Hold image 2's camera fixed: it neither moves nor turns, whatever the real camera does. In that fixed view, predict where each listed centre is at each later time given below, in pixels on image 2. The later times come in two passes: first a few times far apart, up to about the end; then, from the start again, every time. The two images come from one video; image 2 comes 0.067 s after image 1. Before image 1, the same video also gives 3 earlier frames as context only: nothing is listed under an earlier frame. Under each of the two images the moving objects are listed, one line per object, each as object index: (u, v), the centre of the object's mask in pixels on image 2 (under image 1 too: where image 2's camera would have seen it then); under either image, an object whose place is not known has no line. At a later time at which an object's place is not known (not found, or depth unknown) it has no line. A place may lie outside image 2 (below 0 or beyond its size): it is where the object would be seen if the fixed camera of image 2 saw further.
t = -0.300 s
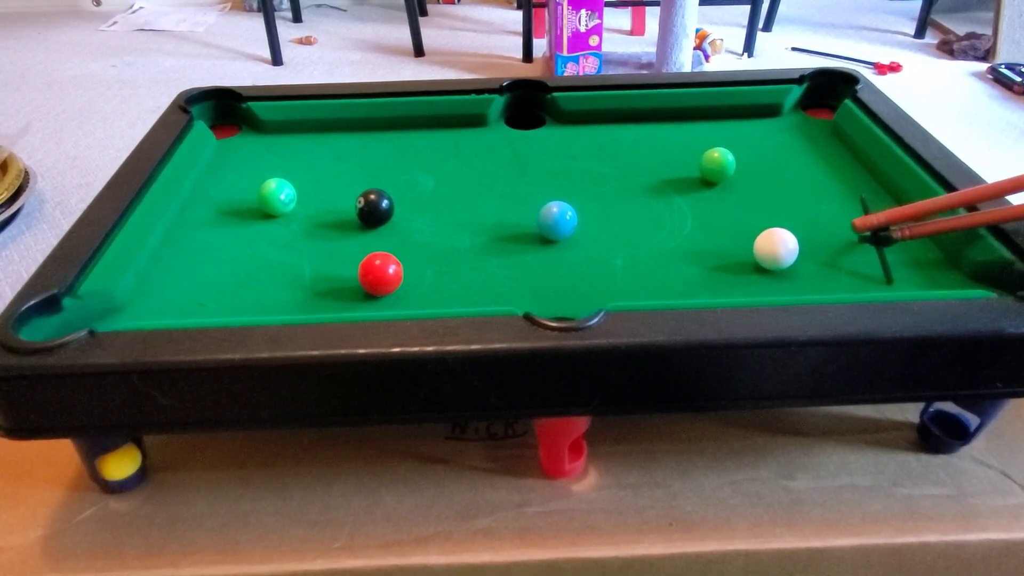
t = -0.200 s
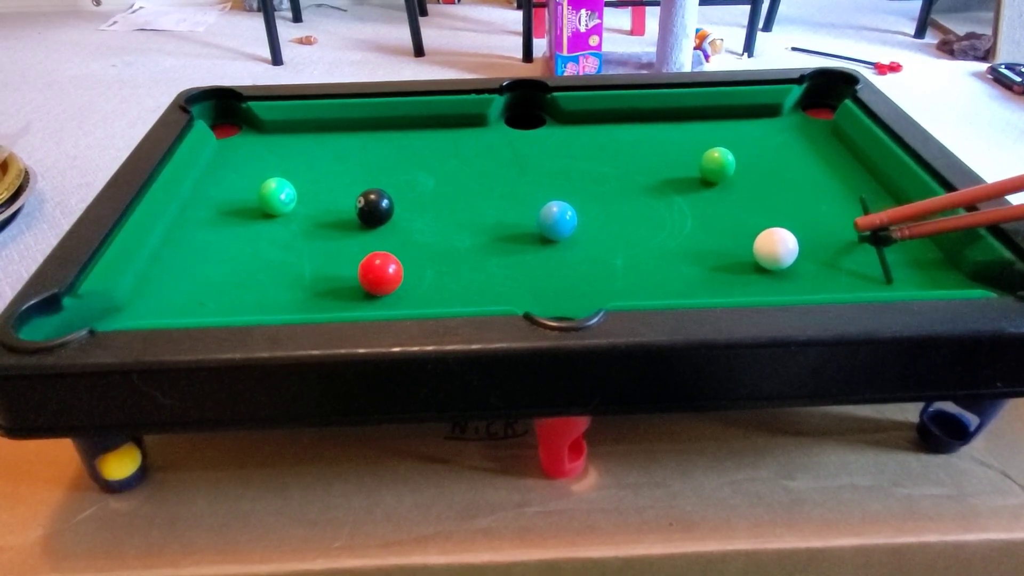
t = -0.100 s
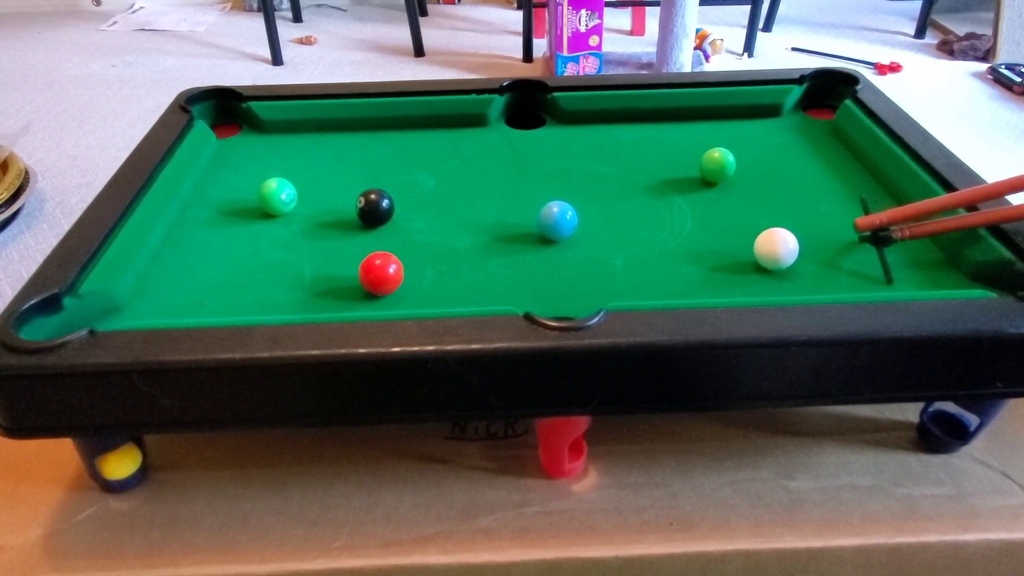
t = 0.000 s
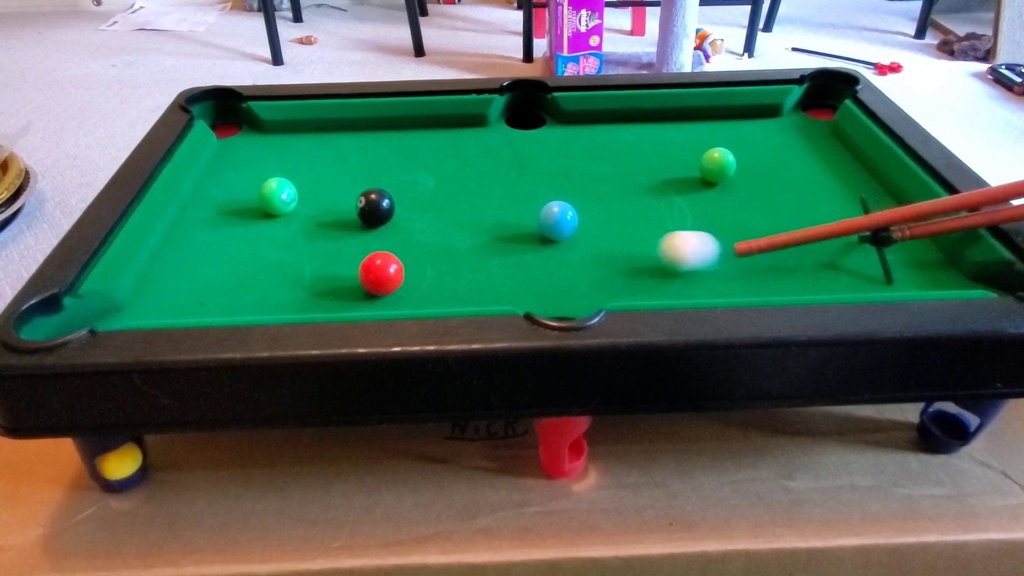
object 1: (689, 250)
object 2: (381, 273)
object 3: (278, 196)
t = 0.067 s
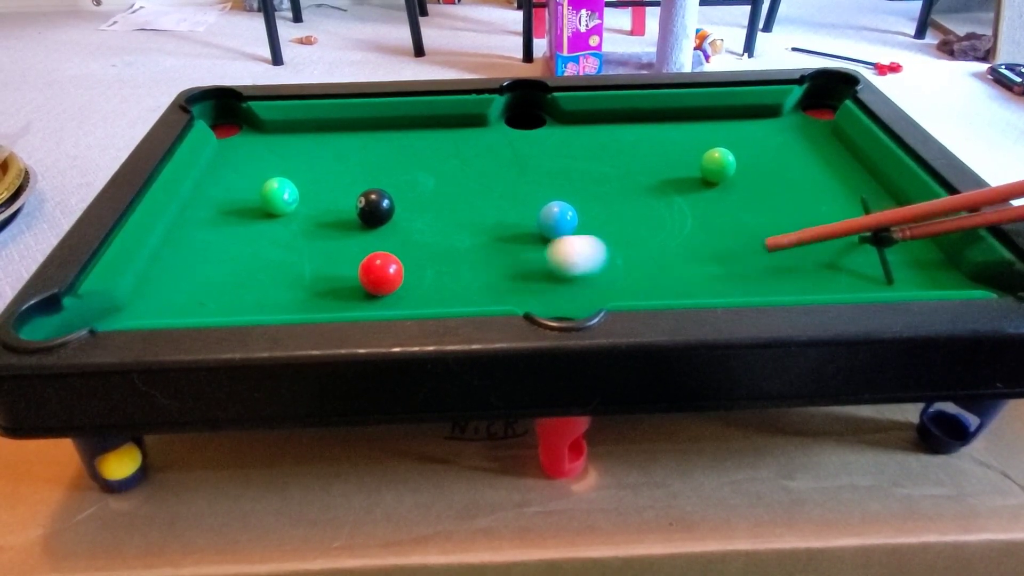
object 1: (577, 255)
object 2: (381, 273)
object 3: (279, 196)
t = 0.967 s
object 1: (322, 196)
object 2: (172, 287)
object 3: (268, 187)
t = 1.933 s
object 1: (323, 197)
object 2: (191, 290)
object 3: (268, 187)
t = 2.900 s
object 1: (324, 197)
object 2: (191, 290)
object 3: (268, 187)
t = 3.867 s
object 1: (323, 197)
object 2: (191, 289)
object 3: (268, 187)
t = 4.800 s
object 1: (323, 197)
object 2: (191, 290)
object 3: (268, 187)
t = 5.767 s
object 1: (323, 197)
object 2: (191, 290)
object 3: (268, 187)
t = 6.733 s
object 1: (323, 197)
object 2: (191, 289)
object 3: (268, 187)
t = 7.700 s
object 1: (324, 197)
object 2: (191, 289)
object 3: (268, 187)
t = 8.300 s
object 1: (324, 197)
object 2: (191, 289)
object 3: (269, 187)
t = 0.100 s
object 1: (525, 257)
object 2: (380, 273)
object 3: (281, 196)
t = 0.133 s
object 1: (475, 259)
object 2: (380, 273)
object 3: (283, 196)
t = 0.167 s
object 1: (427, 260)
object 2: (379, 273)
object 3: (284, 195)
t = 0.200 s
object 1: (413, 254)
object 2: (346, 281)
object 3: (285, 195)
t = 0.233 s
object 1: (399, 247)
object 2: (318, 288)
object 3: (285, 195)
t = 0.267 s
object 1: (383, 241)
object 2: (292, 293)
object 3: (284, 195)
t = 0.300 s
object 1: (368, 235)
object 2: (267, 297)
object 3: (284, 195)
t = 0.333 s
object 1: (355, 229)
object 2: (244, 299)
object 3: (284, 195)
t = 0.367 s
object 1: (342, 223)
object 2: (225, 299)
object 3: (284, 195)
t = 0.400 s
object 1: (331, 218)
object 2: (207, 298)
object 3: (284, 195)
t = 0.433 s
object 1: (320, 212)
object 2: (191, 297)
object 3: (284, 194)
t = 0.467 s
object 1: (311, 207)
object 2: (177, 296)
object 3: (281, 195)
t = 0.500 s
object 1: (309, 205)
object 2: (164, 295)
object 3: (277, 193)
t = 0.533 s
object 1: (309, 204)
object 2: (151, 293)
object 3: (274, 191)
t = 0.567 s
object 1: (309, 202)
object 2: (140, 291)
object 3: (270, 189)
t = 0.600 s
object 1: (310, 201)
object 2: (141, 290)
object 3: (267, 188)
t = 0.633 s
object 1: (311, 200)
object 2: (145, 290)
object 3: (266, 187)
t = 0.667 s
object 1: (313, 198)
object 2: (148, 290)
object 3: (265, 186)
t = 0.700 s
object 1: (315, 197)
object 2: (152, 289)
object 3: (265, 186)
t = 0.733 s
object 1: (316, 196)
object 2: (156, 289)
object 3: (265, 186)
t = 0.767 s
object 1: (317, 195)
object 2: (159, 289)
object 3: (266, 186)
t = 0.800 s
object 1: (318, 195)
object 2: (162, 288)
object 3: (267, 187)
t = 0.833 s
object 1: (319, 194)
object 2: (165, 287)
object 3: (267, 187)
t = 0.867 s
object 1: (320, 194)
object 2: (167, 287)
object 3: (267, 187)
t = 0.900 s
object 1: (321, 195)
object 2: (168, 287)
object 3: (268, 187)
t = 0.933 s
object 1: (321, 195)
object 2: (170, 287)
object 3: (268, 187)
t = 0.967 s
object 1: (322, 196)
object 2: (172, 287)
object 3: (268, 187)
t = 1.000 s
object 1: (323, 196)
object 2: (174, 287)
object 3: (268, 187)
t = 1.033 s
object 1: (323, 196)
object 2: (175, 286)
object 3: (268, 187)
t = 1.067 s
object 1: (324, 197)
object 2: (177, 287)
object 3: (268, 187)
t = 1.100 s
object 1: (324, 197)
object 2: (178, 287)
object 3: (268, 187)
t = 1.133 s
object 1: (324, 197)
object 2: (180, 287)
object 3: (268, 187)
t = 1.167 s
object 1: (324, 197)
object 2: (182, 288)
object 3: (268, 187)
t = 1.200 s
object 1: (324, 197)
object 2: (183, 288)
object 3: (268, 187)
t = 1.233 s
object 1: (324, 197)
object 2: (185, 289)
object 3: (268, 187)
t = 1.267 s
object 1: (323, 197)
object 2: (187, 290)
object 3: (268, 187)
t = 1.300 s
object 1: (323, 197)
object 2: (189, 290)
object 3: (268, 187)
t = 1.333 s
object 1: (323, 197)
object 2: (189, 290)
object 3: (268, 187)
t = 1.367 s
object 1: (323, 197)
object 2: (190, 290)
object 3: (268, 187)
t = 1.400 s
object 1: (323, 197)
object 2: (190, 289)
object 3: (268, 187)
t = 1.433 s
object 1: (323, 197)
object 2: (190, 290)
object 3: (268, 187)
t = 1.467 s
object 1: (323, 197)
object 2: (191, 290)
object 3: (268, 187)
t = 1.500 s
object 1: (323, 197)
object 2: (191, 290)
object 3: (268, 187)
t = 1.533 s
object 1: (323, 197)
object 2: (191, 289)
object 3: (268, 187)
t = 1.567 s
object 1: (323, 197)
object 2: (191, 290)
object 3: (268, 187)
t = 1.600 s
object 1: (323, 197)
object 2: (191, 290)
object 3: (268, 187)
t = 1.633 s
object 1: (323, 197)
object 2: (191, 290)
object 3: (268, 187)
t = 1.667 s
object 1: (323, 197)
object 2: (191, 290)
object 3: (268, 187)
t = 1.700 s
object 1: (323, 197)
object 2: (191, 290)
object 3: (268, 187)
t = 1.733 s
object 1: (323, 197)
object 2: (191, 290)
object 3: (268, 187)
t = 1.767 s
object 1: (324, 197)
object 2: (191, 290)
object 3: (268, 187)
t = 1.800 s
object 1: (324, 197)
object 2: (191, 290)
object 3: (268, 187)
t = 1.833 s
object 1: (323, 197)
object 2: (191, 290)
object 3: (268, 187)
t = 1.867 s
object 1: (323, 197)
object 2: (191, 290)
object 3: (268, 187)
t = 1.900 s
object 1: (324, 197)
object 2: (191, 290)
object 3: (268, 187)
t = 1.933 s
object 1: (323, 197)
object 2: (191, 290)
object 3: (268, 187)
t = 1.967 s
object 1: (323, 197)
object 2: (191, 290)
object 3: (268, 187)
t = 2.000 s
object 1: (324, 197)
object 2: (191, 290)
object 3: (268, 187)
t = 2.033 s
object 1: (323, 197)
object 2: (191, 290)
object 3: (268, 187)
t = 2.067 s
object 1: (324, 197)
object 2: (191, 290)
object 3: (268, 187)
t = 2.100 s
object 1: (324, 197)
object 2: (191, 290)
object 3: (268, 187)
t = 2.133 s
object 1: (323, 197)
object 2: (191, 290)
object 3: (268, 187)
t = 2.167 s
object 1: (324, 197)
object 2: (191, 290)
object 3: (268, 187)
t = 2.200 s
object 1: (324, 197)
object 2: (191, 290)
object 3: (268, 187)
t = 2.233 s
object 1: (324, 197)
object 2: (191, 290)
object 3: (268, 187)
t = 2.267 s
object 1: (323, 197)
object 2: (191, 289)
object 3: (268, 187)
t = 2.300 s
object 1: (323, 197)
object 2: (191, 290)
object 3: (268, 187)
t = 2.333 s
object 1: (323, 197)
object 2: (191, 290)
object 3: (268, 187)
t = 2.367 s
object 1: (323, 197)
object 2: (191, 290)
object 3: (268, 187)
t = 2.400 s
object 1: (323, 197)
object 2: (191, 290)
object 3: (268, 187)
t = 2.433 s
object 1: (324, 197)
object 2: (191, 290)
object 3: (268, 187)
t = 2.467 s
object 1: (323, 197)
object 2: (191, 290)
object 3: (268, 187)
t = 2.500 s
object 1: (323, 197)
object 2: (191, 289)
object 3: (268, 187)
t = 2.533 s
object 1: (323, 197)
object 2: (191, 290)
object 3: (268, 187)
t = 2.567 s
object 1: (323, 197)
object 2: (191, 289)
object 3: (268, 187)
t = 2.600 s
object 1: (323, 197)
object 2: (191, 289)
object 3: (268, 187)
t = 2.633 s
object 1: (323, 197)
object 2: (191, 290)
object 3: (268, 187)
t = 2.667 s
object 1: (323, 197)
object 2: (191, 289)
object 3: (268, 187)
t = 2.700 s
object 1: (323, 197)
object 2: (191, 289)
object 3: (268, 187)
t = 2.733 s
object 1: (323, 197)
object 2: (191, 289)
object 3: (268, 187)
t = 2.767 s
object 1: (323, 197)
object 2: (191, 289)
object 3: (268, 187)
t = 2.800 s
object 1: (323, 197)
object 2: (191, 289)
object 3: (268, 187)
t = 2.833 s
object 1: (323, 197)
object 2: (191, 289)
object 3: (268, 187)
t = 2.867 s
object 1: (323, 197)
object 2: (191, 289)
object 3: (268, 187)
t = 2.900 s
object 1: (324, 197)
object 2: (191, 290)
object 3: (268, 187)
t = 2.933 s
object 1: (324, 197)
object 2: (191, 289)
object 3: (268, 187)
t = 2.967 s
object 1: (323, 197)
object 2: (191, 289)
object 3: (268, 187)
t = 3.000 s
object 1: (323, 197)
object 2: (191, 289)
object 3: (268, 187)
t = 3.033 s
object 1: (323, 197)
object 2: (191, 289)
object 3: (268, 187)
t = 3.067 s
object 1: (323, 197)
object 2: (191, 289)
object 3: (268, 187)
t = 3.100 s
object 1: (323, 197)
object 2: (191, 289)
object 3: (268, 187)
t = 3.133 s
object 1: (324, 197)
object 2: (191, 289)
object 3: (268, 187)
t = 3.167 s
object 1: (324, 197)
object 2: (191, 289)
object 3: (268, 187)
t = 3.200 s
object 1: (323, 197)
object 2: (191, 290)
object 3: (268, 187)
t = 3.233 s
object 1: (323, 197)
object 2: (191, 290)
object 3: (268, 187)
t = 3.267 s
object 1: (323, 197)
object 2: (191, 290)
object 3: (268, 187)
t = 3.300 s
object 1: (323, 197)
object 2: (191, 290)
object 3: (268, 187)
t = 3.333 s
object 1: (323, 197)
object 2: (191, 290)
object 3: (268, 187)
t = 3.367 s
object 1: (323, 197)
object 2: (191, 289)
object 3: (268, 187)
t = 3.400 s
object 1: (323, 197)
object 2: (191, 290)
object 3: (268, 187)
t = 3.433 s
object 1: (323, 197)
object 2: (191, 290)
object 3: (268, 187)
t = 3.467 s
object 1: (323, 197)
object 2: (191, 290)
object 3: (268, 187)
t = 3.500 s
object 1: (323, 197)
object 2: (191, 290)
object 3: (268, 187)
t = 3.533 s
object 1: (323, 197)
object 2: (191, 289)
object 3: (268, 187)
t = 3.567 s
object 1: (323, 197)
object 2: (191, 289)
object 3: (268, 187)
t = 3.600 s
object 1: (323, 197)
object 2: (191, 289)
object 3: (268, 187)
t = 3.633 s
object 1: (323, 197)
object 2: (191, 290)
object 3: (268, 187)
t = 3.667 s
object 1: (323, 197)
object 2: (191, 289)
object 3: (268, 187)
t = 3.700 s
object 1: (323, 197)
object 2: (191, 289)
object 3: (268, 187)
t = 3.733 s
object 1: (323, 197)
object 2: (191, 289)
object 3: (268, 187)
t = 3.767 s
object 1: (323, 197)
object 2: (191, 289)
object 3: (268, 187)
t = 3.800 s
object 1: (323, 197)
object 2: (191, 289)
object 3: (268, 187)
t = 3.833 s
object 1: (323, 197)
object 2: (191, 289)
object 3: (268, 187)
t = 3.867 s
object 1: (323, 197)
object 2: (191, 289)
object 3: (268, 187)
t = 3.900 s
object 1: (323, 197)
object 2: (191, 289)
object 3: (268, 187)
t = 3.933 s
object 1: (323, 197)
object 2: (191, 289)
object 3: (268, 187)
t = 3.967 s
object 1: (323, 197)
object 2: (191, 289)
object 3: (268, 187)
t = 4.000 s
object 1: (323, 197)
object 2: (191, 289)
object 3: (268, 187)
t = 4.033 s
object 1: (323, 197)
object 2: (191, 289)
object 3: (268, 187)
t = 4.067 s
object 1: (323, 197)
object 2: (191, 289)
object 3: (268, 187)
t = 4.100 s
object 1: (323, 197)
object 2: (191, 289)
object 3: (268, 187)
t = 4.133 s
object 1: (323, 197)
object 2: (191, 289)
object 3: (268, 187)
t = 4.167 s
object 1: (323, 197)
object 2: (191, 289)
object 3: (268, 187)
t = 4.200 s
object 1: (323, 197)
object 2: (191, 290)
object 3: (268, 187)
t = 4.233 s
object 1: (323, 197)
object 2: (191, 289)
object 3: (268, 187)
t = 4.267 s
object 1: (323, 197)
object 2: (191, 289)
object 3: (268, 187)
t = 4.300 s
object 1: (323, 197)
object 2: (191, 289)
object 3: (268, 187)
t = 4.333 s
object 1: (323, 197)
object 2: (191, 290)
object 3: (268, 187)
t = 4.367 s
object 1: (323, 197)
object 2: (191, 289)
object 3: (268, 187)
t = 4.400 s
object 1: (323, 197)
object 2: (191, 289)
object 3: (268, 187)
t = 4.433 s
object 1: (323, 197)
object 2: (191, 289)
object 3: (268, 187)
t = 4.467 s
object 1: (323, 197)
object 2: (191, 289)
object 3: (268, 187)
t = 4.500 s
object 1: (323, 197)
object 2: (190, 289)
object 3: (267, 187)
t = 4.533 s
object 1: (323, 197)
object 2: (190, 289)
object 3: (267, 187)
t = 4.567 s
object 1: (323, 197)
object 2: (191, 289)
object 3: (268, 187)
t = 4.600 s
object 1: (323, 197)
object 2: (191, 289)
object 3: (268, 187)
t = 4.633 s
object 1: (323, 197)
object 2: (191, 289)
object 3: (267, 187)
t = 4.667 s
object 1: (323, 197)
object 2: (191, 290)
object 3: (267, 187)
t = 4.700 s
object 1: (323, 197)
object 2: (190, 290)
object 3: (267, 187)
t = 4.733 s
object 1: (323, 197)
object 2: (191, 290)
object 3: (268, 187)
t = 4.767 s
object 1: (323, 197)
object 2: (191, 290)
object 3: (267, 187)
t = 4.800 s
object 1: (323, 197)
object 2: (191, 290)
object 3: (268, 187)
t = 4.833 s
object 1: (323, 197)
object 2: (191, 290)
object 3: (268, 187)
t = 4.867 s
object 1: (323, 197)
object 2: (191, 290)
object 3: (268, 187)
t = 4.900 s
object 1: (323, 197)
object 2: (191, 290)
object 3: (268, 187)
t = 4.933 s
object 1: (323, 197)
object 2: (191, 289)
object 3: (268, 187)
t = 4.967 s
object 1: (323, 197)
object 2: (191, 290)
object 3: (268, 187)
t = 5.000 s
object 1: (323, 197)
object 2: (191, 290)
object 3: (268, 187)
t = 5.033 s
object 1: (323, 197)
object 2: (191, 290)
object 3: (268, 187)
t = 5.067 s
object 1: (323, 197)
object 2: (191, 289)
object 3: (268, 187)
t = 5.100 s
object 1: (323, 197)
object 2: (191, 290)
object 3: (268, 187)
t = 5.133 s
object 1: (323, 197)
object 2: (191, 290)
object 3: (268, 187)
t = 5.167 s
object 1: (323, 197)
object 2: (191, 289)
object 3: (268, 187)
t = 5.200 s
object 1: (323, 197)
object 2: (191, 289)
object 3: (268, 187)
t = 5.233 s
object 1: (323, 197)
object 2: (191, 289)
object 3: (268, 187)
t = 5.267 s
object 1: (323, 197)
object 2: (191, 290)
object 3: (268, 187)
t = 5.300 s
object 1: (323, 197)
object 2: (191, 290)
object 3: (268, 187)
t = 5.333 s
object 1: (323, 197)
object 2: (191, 290)
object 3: (268, 187)
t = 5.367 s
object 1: (323, 197)
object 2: (191, 290)
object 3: (268, 187)
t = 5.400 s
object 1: (323, 197)
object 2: (191, 289)
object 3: (268, 187)
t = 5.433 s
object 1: (323, 197)
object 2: (191, 289)
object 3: (267, 187)
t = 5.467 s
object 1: (323, 197)
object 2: (191, 289)
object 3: (268, 187)
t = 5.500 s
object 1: (323, 197)
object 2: (191, 289)
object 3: (267, 187)
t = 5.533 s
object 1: (323, 197)
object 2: (191, 289)
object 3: (268, 187)
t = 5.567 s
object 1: (323, 197)
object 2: (191, 290)
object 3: (268, 187)
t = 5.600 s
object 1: (323, 197)
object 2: (191, 290)
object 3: (267, 187)
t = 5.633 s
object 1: (323, 197)
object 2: (191, 290)
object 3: (267, 187)
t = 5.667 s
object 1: (323, 197)
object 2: (191, 290)
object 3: (268, 187)
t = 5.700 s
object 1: (323, 197)
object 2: (191, 289)
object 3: (268, 187)
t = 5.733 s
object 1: (323, 197)
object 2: (191, 290)
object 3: (268, 187)
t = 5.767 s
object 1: (323, 197)
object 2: (191, 290)
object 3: (268, 187)
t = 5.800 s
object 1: (323, 197)
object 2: (191, 290)
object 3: (268, 187)
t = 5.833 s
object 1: (323, 197)
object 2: (191, 290)
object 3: (268, 187)
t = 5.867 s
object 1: (323, 197)
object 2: (191, 289)
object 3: (268, 187)
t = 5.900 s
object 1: (323, 197)
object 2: (191, 289)
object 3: (268, 187)
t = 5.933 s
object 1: (323, 197)
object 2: (191, 289)
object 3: (268, 187)
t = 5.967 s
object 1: (323, 197)
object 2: (191, 289)
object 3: (268, 187)
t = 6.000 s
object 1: (323, 197)
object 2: (191, 290)
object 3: (268, 187)
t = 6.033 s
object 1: (323, 197)
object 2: (191, 290)
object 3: (268, 187)
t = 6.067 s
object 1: (323, 197)
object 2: (191, 289)
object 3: (268, 187)
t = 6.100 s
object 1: (323, 197)
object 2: (191, 289)
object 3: (267, 187)
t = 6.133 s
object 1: (323, 197)
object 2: (191, 289)
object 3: (267, 187)
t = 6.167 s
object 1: (323, 197)
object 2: (191, 290)
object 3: (268, 187)
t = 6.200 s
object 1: (323, 197)
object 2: (191, 289)
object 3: (268, 187)
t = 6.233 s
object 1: (324, 197)
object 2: (191, 290)
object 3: (267, 187)
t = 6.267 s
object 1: (323, 197)
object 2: (191, 289)
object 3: (268, 187)
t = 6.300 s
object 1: (324, 197)
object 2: (191, 290)
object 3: (268, 187)
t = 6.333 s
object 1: (324, 197)
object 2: (191, 290)
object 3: (268, 187)
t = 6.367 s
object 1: (324, 197)
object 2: (191, 290)
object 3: (268, 187)
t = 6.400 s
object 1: (324, 197)
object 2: (191, 290)
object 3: (268, 187)
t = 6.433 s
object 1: (323, 197)
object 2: (191, 290)
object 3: (268, 187)
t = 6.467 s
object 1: (324, 197)
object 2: (191, 289)
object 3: (268, 187)
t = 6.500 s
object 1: (323, 197)
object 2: (191, 290)
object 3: (268, 187)
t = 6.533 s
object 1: (323, 197)
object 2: (191, 290)
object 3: (268, 187)
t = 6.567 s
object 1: (323, 197)
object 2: (191, 290)
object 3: (268, 187)
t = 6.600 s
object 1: (323, 197)
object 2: (191, 289)
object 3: (268, 187)
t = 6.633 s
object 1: (323, 197)
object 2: (191, 290)
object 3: (268, 187)
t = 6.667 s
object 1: (323, 197)
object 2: (191, 290)
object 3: (268, 187)
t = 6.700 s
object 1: (323, 197)
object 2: (191, 289)
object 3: (268, 187)
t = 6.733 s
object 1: (323, 197)
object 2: (191, 289)
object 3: (268, 187)
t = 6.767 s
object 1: (324, 197)
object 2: (191, 290)
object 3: (268, 187)
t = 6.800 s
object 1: (323, 197)
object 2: (191, 289)
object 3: (268, 187)
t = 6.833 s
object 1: (324, 197)
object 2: (191, 290)
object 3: (268, 187)
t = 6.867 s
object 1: (323, 197)
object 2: (191, 289)
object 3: (268, 187)
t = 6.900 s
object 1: (323, 197)
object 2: (191, 289)
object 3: (268, 187)
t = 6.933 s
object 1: (323, 197)
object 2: (191, 289)
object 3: (268, 187)
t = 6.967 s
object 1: (323, 197)
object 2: (191, 289)
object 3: (268, 187)
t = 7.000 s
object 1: (323, 197)
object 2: (191, 289)
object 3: (268, 187)
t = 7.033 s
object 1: (323, 197)
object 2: (191, 290)
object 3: (268, 187)
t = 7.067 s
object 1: (323, 197)
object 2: (191, 289)
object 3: (268, 187)
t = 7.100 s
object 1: (323, 197)
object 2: (191, 289)
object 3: (268, 187)
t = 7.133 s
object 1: (323, 197)
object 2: (191, 289)
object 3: (268, 187)
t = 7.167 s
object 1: (323, 197)
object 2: (191, 289)
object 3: (268, 187)
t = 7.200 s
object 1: (324, 197)
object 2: (191, 289)
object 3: (268, 187)
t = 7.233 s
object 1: (323, 197)
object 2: (191, 289)
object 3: (268, 187)
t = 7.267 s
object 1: (323, 197)
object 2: (191, 289)
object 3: (268, 187)
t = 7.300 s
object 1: (323, 197)
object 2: (191, 289)
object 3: (268, 187)
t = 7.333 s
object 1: (324, 197)
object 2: (191, 289)
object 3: (268, 187)
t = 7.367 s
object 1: (323, 197)
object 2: (191, 289)
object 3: (268, 187)
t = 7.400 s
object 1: (324, 197)
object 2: (191, 289)
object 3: (268, 187)
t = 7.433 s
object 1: (324, 197)
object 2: (191, 289)
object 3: (268, 187)
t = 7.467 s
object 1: (324, 197)
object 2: (191, 289)
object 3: (268, 187)
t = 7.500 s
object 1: (324, 197)
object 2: (191, 289)
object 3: (268, 187)
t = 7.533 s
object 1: (323, 197)
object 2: (191, 289)
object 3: (268, 187)
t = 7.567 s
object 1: (324, 197)
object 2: (191, 289)
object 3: (268, 187)
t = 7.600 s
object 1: (324, 197)
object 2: (191, 289)
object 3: (268, 187)
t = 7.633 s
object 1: (324, 197)
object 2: (191, 289)
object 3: (268, 187)
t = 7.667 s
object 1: (324, 197)
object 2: (191, 289)
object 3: (268, 187)
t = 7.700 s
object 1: (324, 197)
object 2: (191, 289)
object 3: (268, 187)
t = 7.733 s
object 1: (323, 197)
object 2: (191, 290)
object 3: (268, 187)
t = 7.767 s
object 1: (324, 197)
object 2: (191, 289)
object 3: (268, 187)
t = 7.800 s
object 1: (324, 197)
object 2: (191, 289)
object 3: (268, 187)
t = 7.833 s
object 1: (324, 197)
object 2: (191, 289)
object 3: (268, 187)
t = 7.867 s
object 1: (324, 197)
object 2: (191, 289)
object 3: (268, 187)
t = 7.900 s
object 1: (324, 197)
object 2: (191, 289)
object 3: (268, 187)
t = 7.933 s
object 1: (324, 197)
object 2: (191, 290)
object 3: (268, 187)
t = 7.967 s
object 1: (324, 197)
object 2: (191, 290)
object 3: (268, 187)
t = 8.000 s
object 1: (324, 197)
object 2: (191, 289)
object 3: (268, 187)
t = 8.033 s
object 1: (324, 197)
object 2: (191, 290)
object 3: (268, 187)
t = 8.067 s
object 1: (324, 197)
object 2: (191, 290)
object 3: (269, 187)
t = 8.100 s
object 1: (324, 197)
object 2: (191, 290)
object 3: (269, 187)
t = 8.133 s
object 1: (324, 197)
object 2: (191, 290)
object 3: (269, 187)
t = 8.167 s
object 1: (324, 197)
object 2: (191, 290)
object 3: (269, 187)
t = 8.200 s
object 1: (324, 197)
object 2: (191, 289)
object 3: (269, 187)
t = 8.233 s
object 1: (324, 197)
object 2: (191, 289)
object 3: (269, 187)
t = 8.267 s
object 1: (324, 197)
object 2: (191, 289)
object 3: (269, 187)
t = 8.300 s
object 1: (324, 197)
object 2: (191, 289)
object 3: (269, 187)
